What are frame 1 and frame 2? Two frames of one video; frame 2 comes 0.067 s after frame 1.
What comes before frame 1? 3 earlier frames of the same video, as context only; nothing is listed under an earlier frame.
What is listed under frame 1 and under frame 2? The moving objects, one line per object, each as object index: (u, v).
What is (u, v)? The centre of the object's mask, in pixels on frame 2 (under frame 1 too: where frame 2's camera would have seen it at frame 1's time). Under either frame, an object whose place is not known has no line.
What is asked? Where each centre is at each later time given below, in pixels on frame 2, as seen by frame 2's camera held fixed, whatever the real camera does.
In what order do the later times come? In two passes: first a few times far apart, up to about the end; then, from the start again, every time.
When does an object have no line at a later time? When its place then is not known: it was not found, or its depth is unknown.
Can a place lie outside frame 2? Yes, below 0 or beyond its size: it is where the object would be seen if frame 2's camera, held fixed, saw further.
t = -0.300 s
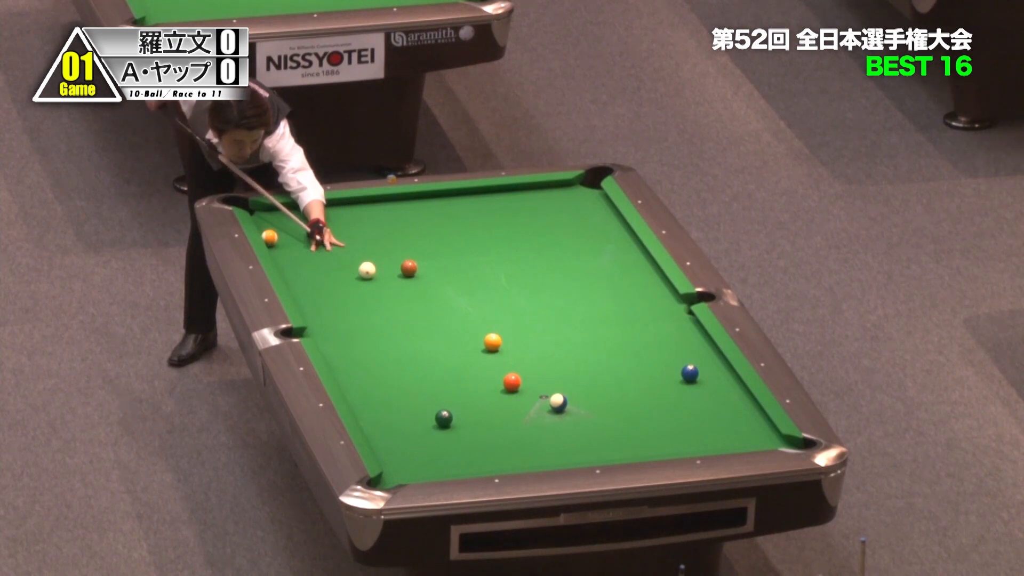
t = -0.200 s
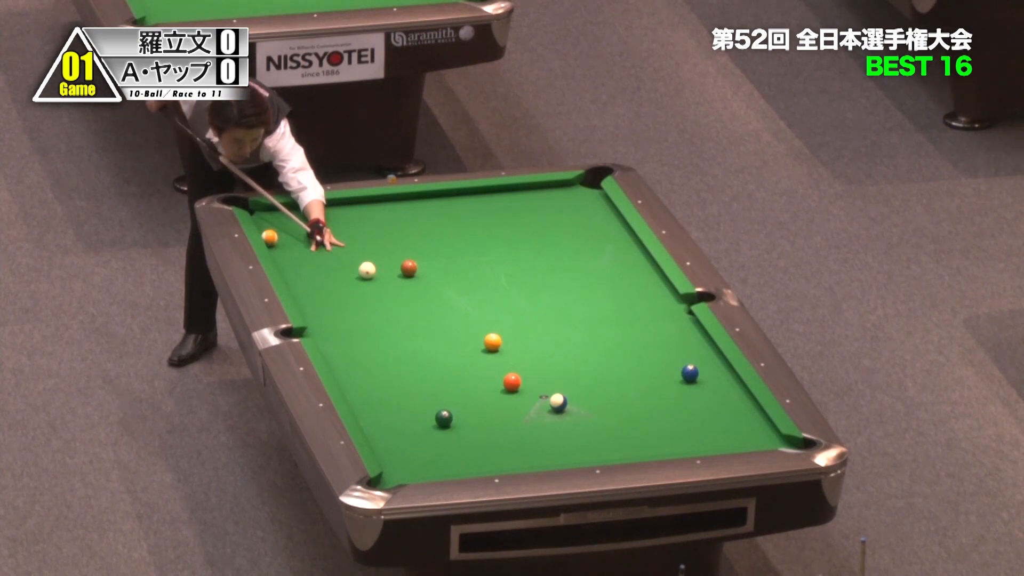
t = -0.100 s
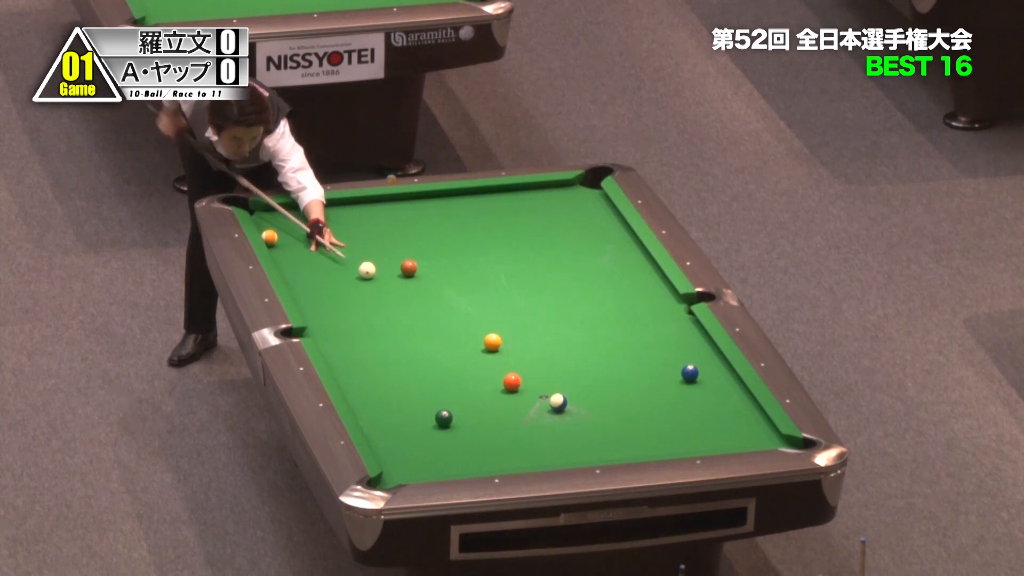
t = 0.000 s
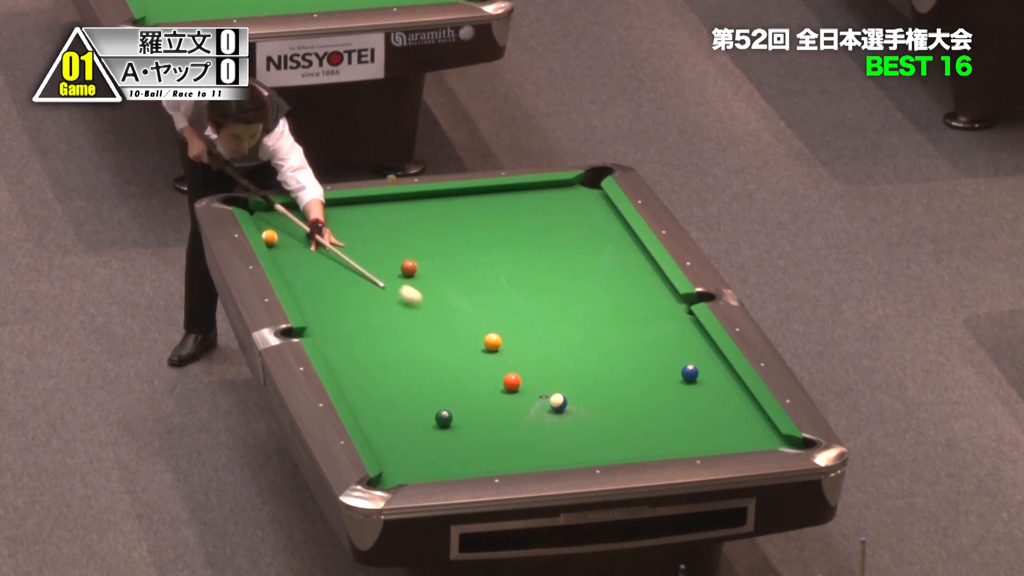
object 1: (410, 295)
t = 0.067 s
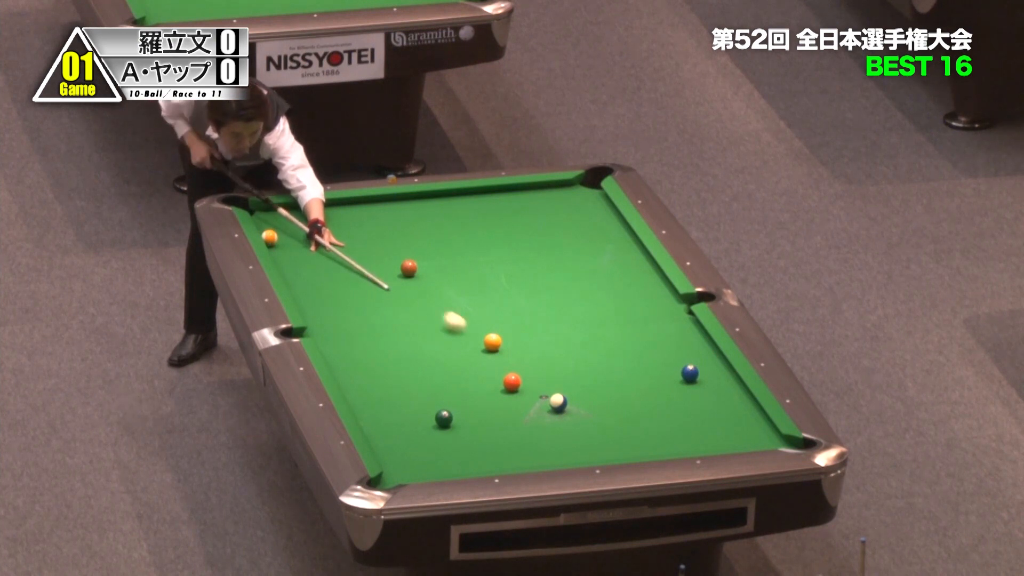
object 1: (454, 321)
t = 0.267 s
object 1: (449, 350)
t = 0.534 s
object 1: (401, 360)
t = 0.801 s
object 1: (353, 369)
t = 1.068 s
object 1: (356, 369)
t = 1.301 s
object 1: (375, 365)
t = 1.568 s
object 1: (395, 362)
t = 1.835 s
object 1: (413, 359)
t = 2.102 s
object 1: (429, 356)
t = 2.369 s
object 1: (445, 354)
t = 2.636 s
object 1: (459, 351)
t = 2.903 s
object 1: (471, 349)
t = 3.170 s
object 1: (482, 347)
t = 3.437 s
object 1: (491, 345)
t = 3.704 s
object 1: (499, 344)
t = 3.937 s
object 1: (505, 343)
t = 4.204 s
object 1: (510, 342)
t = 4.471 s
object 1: (514, 341)
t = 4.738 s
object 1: (517, 340)
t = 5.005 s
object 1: (519, 340)
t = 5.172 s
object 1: (518, 340)
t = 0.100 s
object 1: (475, 334)
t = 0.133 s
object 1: (475, 340)
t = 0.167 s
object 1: (468, 343)
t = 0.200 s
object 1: (462, 345)
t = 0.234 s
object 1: (455, 348)
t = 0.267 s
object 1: (449, 350)
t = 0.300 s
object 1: (443, 351)
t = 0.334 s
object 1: (437, 352)
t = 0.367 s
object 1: (431, 354)
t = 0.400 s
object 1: (425, 355)
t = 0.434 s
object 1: (418, 356)
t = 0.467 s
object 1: (412, 357)
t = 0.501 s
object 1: (406, 358)
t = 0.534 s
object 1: (401, 360)
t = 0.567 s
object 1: (395, 361)
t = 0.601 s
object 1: (388, 362)
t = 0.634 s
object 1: (382, 363)
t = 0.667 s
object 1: (376, 364)
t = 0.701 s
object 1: (371, 365)
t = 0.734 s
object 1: (365, 367)
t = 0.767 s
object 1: (359, 368)
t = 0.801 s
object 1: (353, 369)
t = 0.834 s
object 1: (347, 370)
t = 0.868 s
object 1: (341, 371)
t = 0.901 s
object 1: (341, 371)
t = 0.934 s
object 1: (344, 371)
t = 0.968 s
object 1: (348, 370)
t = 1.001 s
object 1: (350, 370)
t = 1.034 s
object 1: (353, 369)
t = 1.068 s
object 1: (356, 369)
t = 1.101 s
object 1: (359, 368)
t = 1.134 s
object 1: (362, 368)
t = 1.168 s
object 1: (364, 367)
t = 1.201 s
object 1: (367, 367)
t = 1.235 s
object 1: (370, 366)
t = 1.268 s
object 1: (372, 366)
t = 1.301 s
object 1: (375, 365)
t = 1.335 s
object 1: (377, 365)
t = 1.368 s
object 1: (380, 365)
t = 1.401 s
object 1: (382, 364)
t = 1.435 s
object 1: (385, 364)
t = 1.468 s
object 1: (387, 363)
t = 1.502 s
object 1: (390, 363)
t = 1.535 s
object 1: (392, 363)
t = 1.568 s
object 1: (395, 362)
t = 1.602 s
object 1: (397, 362)
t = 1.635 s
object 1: (400, 361)
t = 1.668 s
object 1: (402, 361)
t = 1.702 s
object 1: (404, 361)
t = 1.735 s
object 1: (406, 360)
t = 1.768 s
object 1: (408, 360)
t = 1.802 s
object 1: (411, 360)
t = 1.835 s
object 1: (413, 359)
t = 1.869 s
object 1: (415, 359)
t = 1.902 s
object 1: (418, 358)
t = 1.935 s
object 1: (420, 358)
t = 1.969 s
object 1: (422, 358)
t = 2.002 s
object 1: (424, 357)
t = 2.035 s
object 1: (426, 357)
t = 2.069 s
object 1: (428, 356)
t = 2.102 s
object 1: (429, 356)
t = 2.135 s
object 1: (432, 356)
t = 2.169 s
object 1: (434, 356)
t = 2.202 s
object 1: (436, 355)
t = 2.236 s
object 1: (437, 355)
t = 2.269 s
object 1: (439, 354)
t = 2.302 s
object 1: (441, 354)
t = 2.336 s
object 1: (443, 354)
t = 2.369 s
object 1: (445, 354)
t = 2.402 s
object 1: (446, 353)
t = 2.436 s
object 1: (448, 353)
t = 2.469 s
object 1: (450, 353)
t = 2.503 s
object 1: (452, 353)
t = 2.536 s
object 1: (454, 352)
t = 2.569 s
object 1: (455, 352)
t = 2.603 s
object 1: (457, 352)
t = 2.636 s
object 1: (459, 351)
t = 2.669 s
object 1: (460, 351)
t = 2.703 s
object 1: (462, 351)
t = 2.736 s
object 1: (463, 351)
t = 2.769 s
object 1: (465, 350)
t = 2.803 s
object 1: (466, 350)
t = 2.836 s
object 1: (468, 350)
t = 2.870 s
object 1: (469, 350)
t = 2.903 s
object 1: (471, 349)
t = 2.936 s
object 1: (472, 349)
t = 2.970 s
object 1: (474, 349)
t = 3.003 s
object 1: (475, 348)
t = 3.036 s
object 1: (476, 348)
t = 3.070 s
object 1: (478, 348)
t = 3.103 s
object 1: (479, 347)
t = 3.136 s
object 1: (480, 347)
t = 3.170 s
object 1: (482, 347)
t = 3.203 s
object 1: (483, 347)
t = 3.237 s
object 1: (484, 347)
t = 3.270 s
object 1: (485, 346)
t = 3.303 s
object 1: (487, 346)
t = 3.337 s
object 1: (488, 346)
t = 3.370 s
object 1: (489, 346)
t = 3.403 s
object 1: (490, 346)
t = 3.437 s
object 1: (491, 345)
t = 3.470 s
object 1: (492, 345)
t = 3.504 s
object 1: (493, 345)
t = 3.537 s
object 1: (494, 345)
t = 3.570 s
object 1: (495, 344)
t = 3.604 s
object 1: (496, 344)
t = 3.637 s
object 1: (497, 344)
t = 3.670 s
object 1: (498, 344)
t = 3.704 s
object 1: (499, 344)
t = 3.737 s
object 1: (500, 344)
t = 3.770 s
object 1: (501, 344)
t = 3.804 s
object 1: (502, 344)
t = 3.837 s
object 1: (502, 344)
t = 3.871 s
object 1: (503, 343)
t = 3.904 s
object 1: (504, 343)
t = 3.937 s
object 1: (505, 343)
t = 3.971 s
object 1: (505, 343)
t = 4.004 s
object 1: (506, 343)
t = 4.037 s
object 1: (507, 342)
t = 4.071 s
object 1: (508, 342)
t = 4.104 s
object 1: (508, 342)
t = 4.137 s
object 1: (509, 342)
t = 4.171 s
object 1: (510, 342)
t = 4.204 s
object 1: (510, 342)
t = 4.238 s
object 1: (511, 342)
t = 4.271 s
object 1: (511, 341)
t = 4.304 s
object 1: (512, 341)
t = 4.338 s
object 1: (512, 341)
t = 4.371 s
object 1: (513, 341)
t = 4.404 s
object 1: (514, 341)
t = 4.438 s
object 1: (514, 341)
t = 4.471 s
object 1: (514, 341)
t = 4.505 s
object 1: (515, 341)
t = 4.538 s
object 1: (515, 341)
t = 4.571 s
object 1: (516, 341)
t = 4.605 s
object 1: (516, 341)
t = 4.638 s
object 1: (516, 340)
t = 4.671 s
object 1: (517, 340)
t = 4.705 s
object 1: (517, 340)
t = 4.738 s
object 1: (517, 340)
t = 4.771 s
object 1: (518, 340)
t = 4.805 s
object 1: (518, 340)
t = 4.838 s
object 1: (518, 340)
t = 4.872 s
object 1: (518, 340)
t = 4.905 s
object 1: (518, 340)
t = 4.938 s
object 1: (518, 340)
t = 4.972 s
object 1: (519, 340)
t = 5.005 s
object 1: (519, 340)
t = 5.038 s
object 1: (519, 340)
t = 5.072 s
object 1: (519, 340)
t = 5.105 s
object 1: (519, 340)
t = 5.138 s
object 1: (519, 340)
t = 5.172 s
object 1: (518, 340)
